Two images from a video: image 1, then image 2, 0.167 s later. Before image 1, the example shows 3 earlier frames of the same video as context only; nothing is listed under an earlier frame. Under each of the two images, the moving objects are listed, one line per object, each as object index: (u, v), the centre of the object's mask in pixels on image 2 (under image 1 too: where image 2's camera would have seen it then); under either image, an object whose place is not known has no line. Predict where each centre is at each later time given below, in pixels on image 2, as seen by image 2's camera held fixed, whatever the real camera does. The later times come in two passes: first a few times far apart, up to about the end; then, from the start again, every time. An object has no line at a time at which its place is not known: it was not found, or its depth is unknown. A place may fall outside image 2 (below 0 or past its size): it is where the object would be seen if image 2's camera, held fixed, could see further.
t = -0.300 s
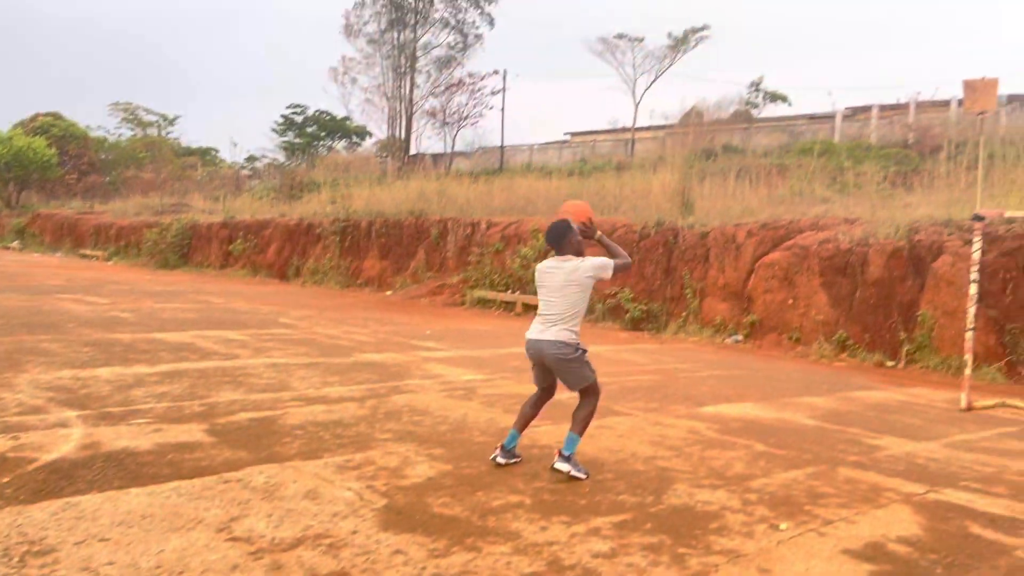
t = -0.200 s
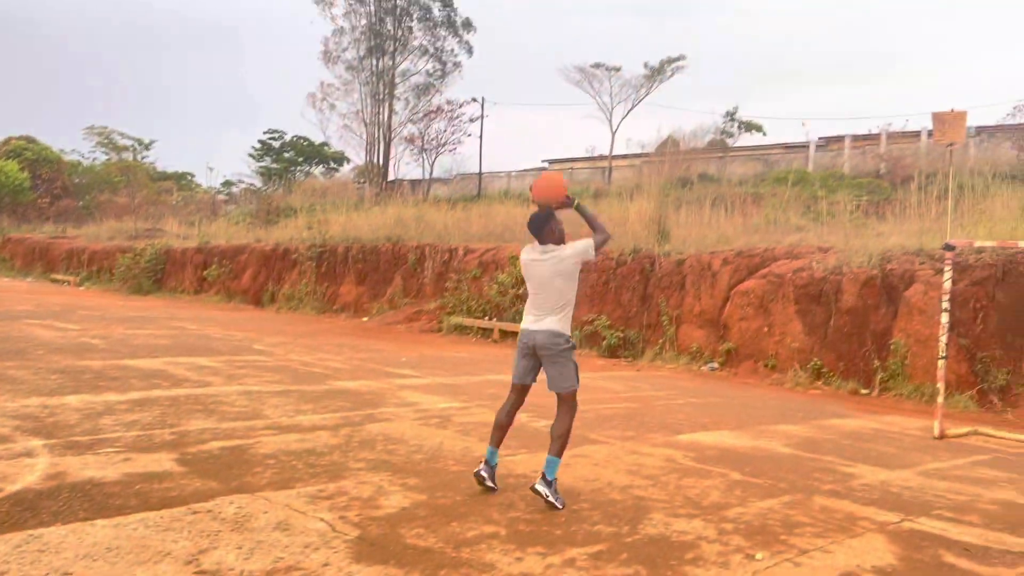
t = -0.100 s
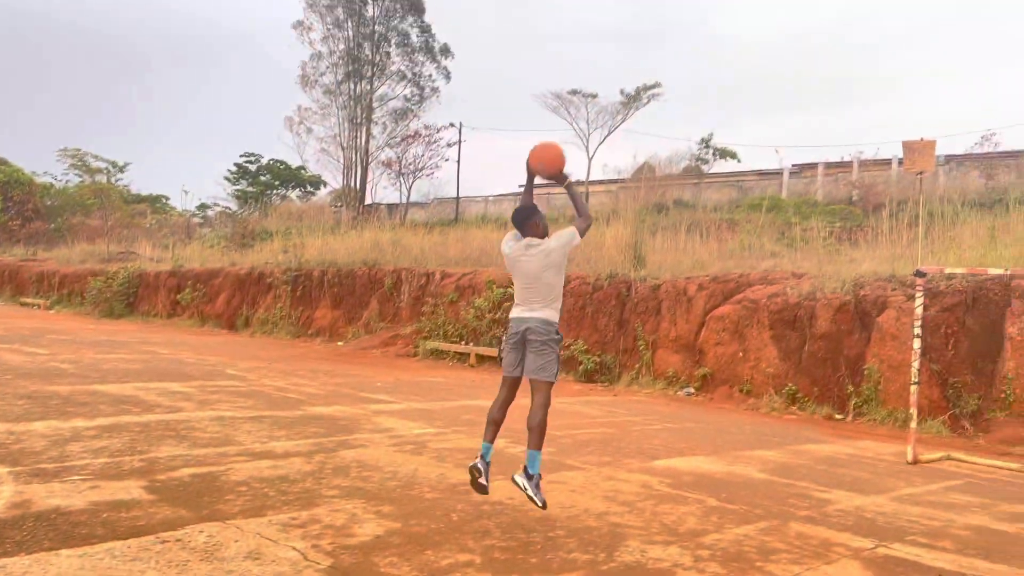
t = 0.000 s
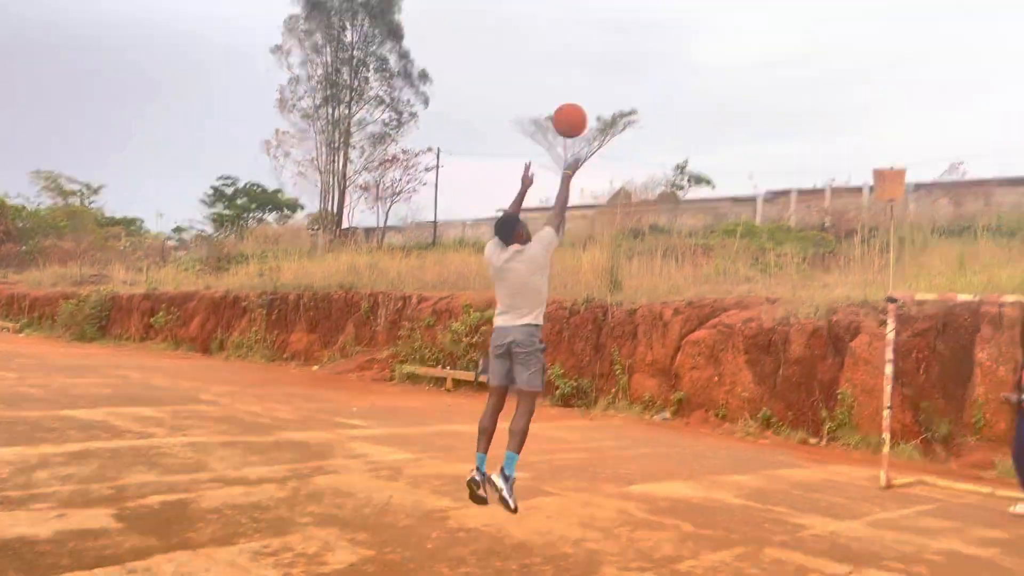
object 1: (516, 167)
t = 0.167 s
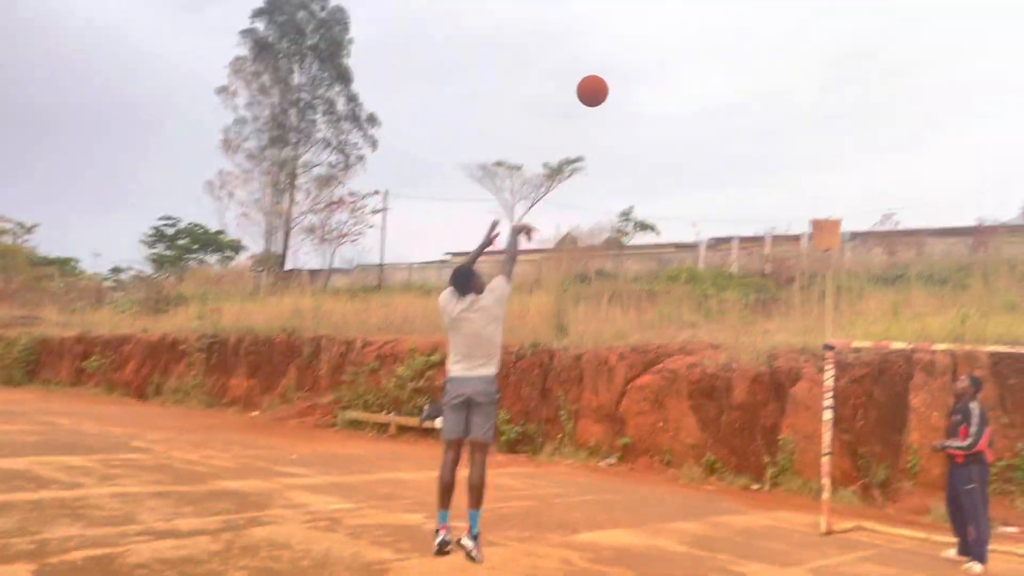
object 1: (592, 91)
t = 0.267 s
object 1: (630, 67)
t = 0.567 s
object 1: (719, 70)
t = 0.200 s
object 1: (605, 81)
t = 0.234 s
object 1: (618, 73)
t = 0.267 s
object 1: (630, 67)
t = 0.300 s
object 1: (642, 62)
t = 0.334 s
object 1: (653, 59)
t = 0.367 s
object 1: (663, 57)
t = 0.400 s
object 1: (674, 57)
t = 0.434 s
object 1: (683, 57)
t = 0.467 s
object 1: (693, 59)
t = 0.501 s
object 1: (702, 61)
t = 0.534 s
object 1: (711, 65)
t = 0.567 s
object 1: (719, 70)
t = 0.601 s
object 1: (727, 76)
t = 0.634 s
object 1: (735, 83)
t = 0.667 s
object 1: (743, 91)
